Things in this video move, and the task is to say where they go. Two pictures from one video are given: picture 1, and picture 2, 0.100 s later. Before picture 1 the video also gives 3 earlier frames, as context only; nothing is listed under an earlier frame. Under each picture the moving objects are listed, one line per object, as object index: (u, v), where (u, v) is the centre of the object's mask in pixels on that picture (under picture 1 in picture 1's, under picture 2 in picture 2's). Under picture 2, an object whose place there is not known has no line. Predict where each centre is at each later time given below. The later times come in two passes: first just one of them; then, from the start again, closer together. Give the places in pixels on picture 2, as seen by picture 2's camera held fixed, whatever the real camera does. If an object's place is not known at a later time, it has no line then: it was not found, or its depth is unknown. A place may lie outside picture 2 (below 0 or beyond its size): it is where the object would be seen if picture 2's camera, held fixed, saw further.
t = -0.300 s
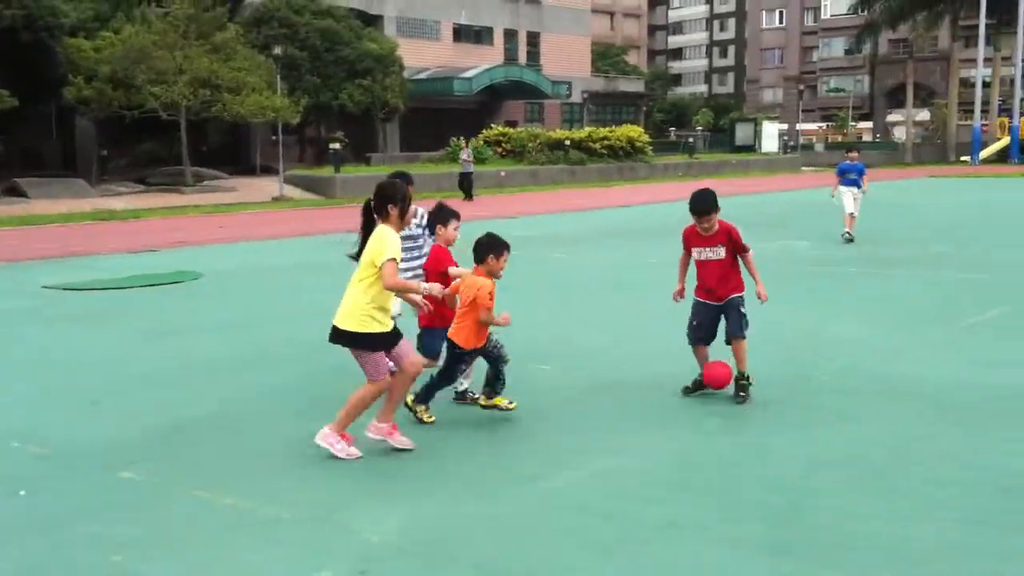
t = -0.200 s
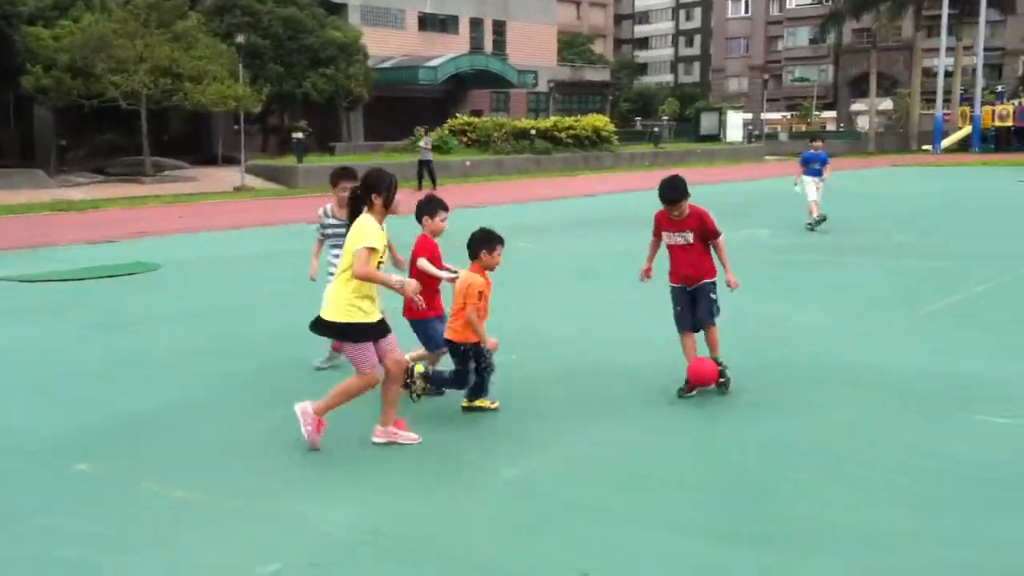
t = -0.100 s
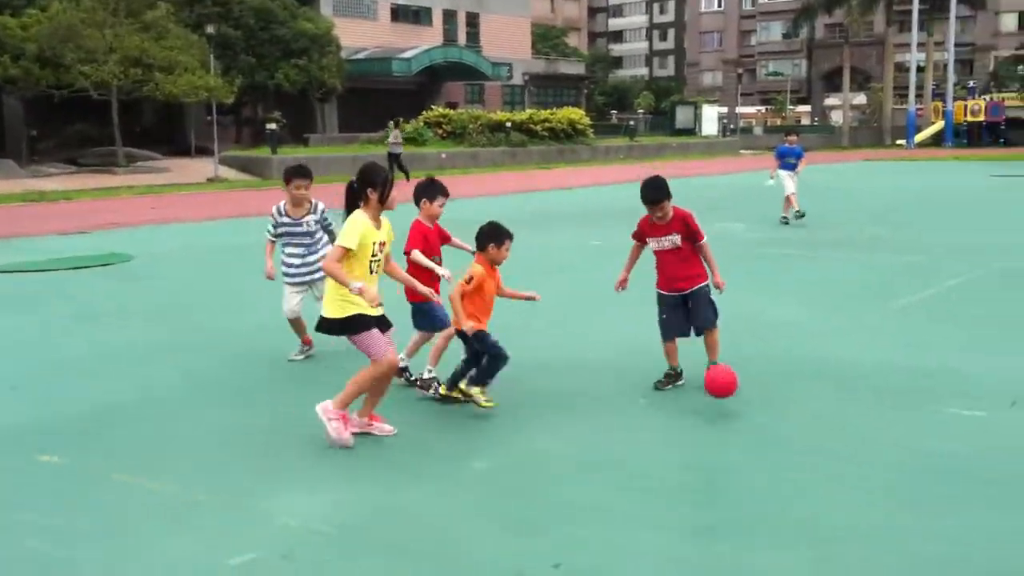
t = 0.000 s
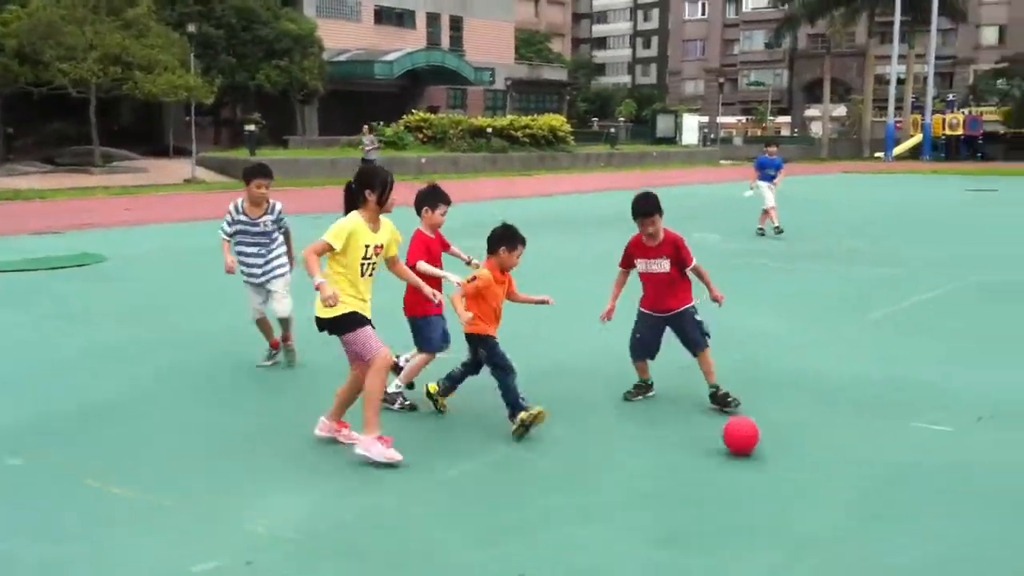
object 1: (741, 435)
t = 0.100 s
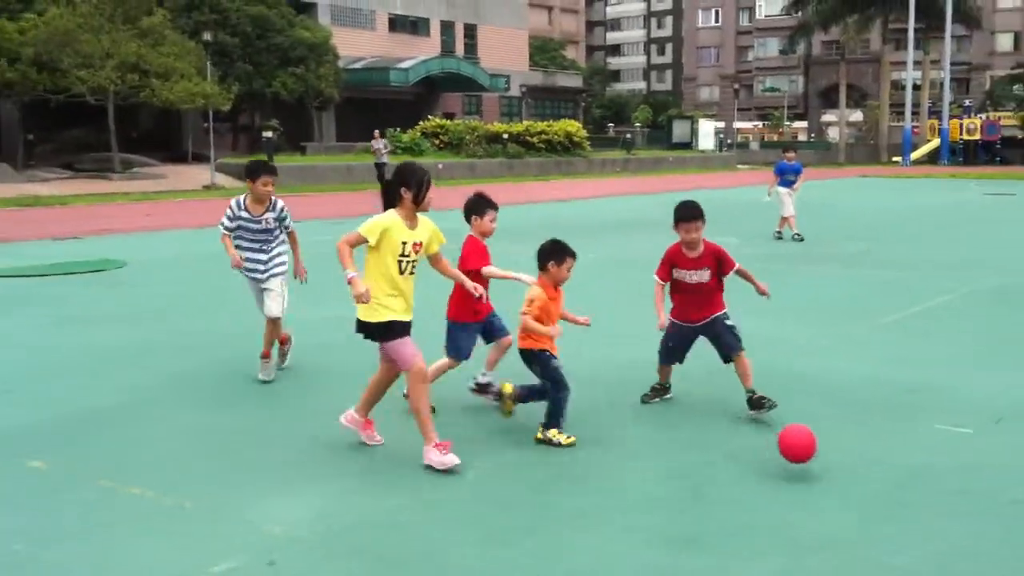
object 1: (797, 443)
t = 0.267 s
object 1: (858, 472)
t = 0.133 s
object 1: (810, 444)
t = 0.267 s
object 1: (858, 472)
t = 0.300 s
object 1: (871, 487)
